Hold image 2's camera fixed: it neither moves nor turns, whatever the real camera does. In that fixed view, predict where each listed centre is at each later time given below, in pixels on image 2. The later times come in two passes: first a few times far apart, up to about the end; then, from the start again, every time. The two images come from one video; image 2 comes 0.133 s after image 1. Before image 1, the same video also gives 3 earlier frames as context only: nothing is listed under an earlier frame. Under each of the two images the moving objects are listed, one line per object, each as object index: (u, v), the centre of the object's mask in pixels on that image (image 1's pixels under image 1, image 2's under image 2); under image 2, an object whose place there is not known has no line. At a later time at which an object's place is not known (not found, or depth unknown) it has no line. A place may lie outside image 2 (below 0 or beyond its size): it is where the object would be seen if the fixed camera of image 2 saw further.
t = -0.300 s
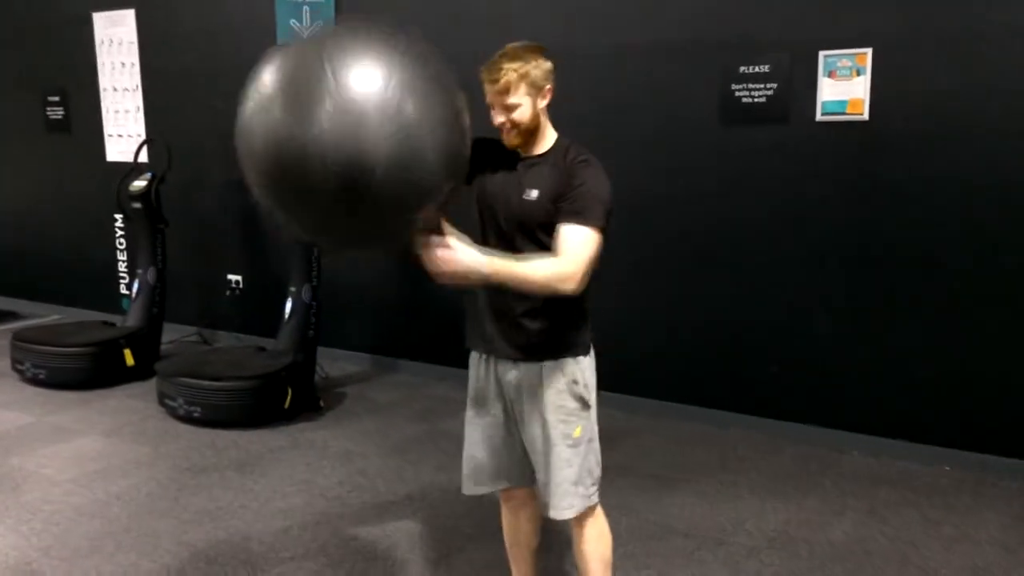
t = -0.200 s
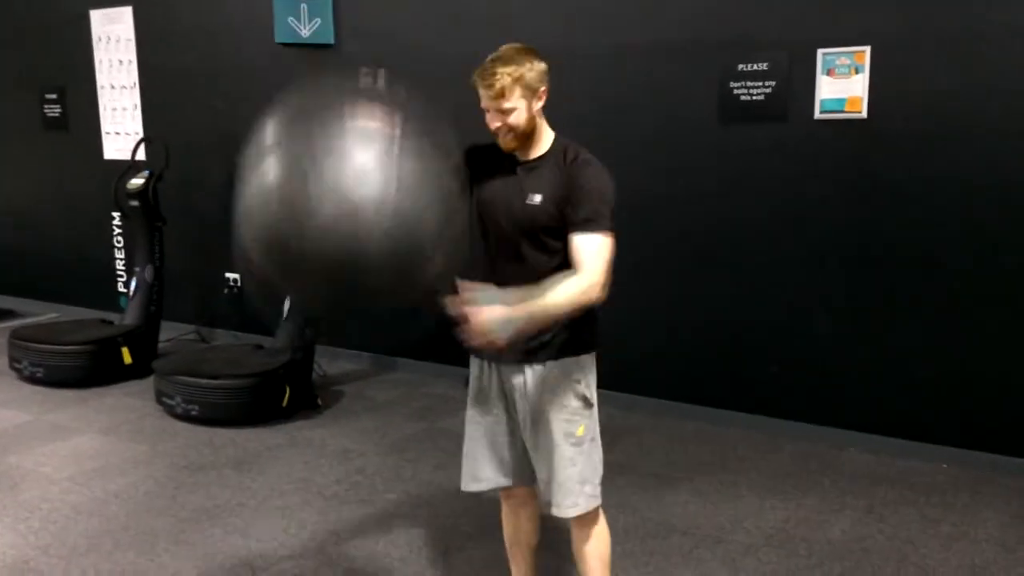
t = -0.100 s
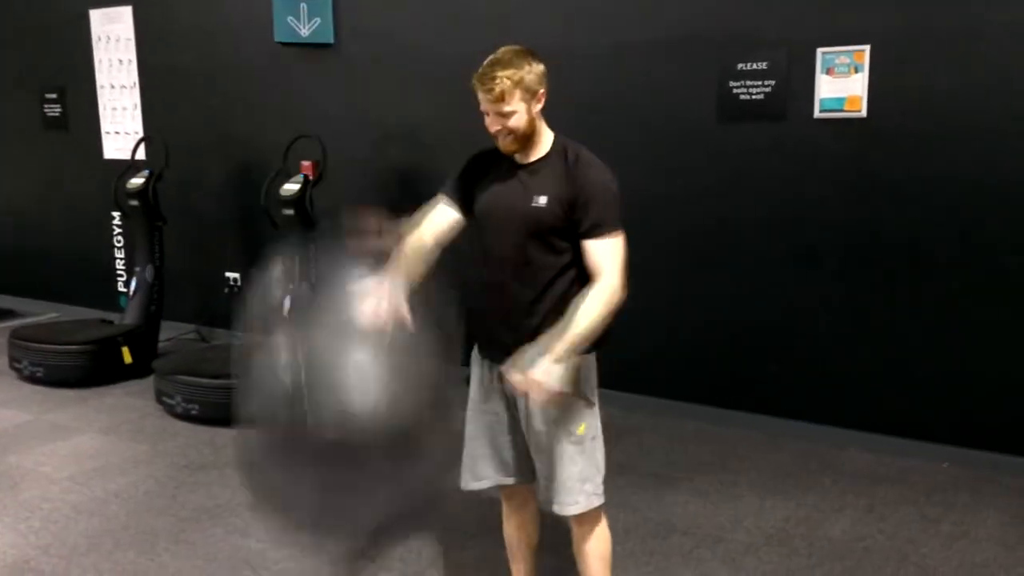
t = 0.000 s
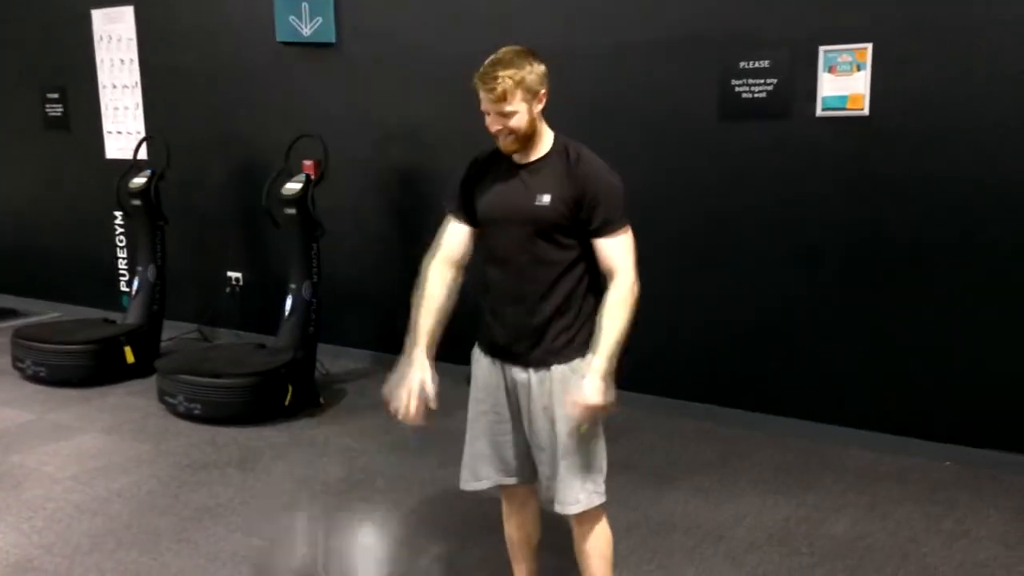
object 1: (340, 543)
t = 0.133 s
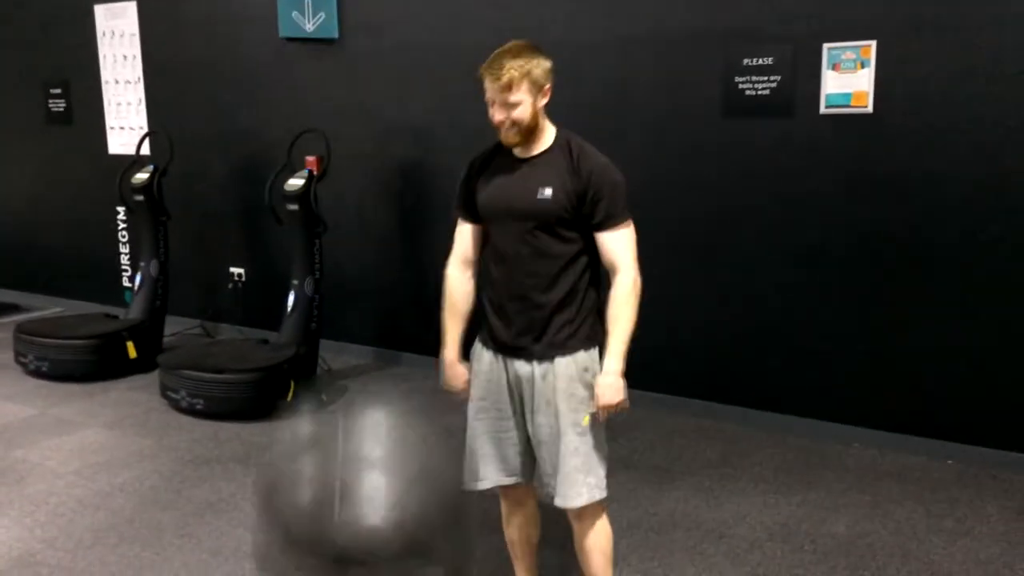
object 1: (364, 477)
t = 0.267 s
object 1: (363, 252)
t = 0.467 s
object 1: (374, 66)
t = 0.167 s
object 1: (357, 414)
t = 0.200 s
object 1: (360, 357)
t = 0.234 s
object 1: (359, 326)
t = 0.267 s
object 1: (363, 252)
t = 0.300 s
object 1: (362, 210)
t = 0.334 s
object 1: (363, 172)
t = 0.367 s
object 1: (367, 129)
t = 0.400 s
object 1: (367, 94)
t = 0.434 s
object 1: (369, 75)
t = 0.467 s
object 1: (374, 66)
